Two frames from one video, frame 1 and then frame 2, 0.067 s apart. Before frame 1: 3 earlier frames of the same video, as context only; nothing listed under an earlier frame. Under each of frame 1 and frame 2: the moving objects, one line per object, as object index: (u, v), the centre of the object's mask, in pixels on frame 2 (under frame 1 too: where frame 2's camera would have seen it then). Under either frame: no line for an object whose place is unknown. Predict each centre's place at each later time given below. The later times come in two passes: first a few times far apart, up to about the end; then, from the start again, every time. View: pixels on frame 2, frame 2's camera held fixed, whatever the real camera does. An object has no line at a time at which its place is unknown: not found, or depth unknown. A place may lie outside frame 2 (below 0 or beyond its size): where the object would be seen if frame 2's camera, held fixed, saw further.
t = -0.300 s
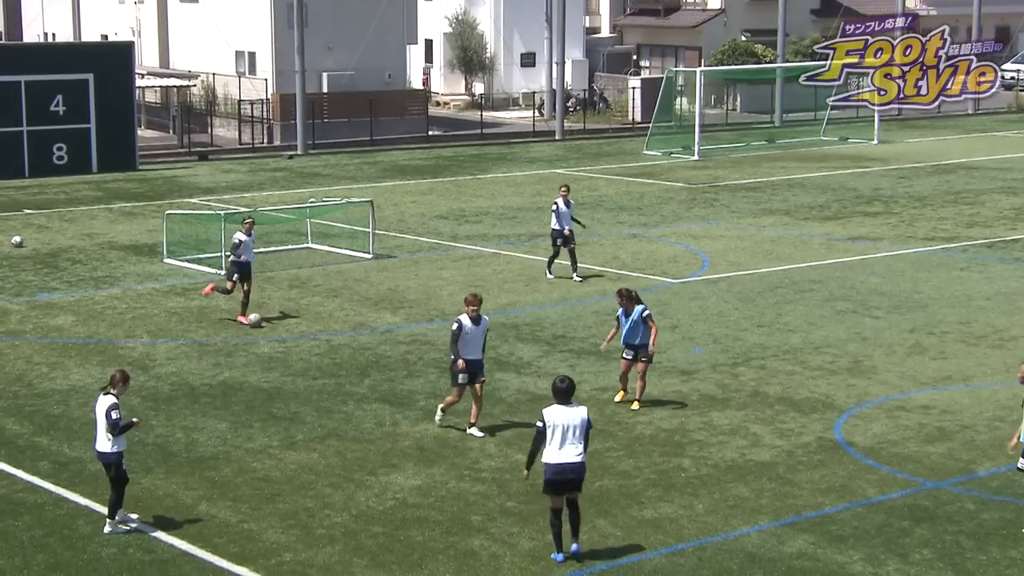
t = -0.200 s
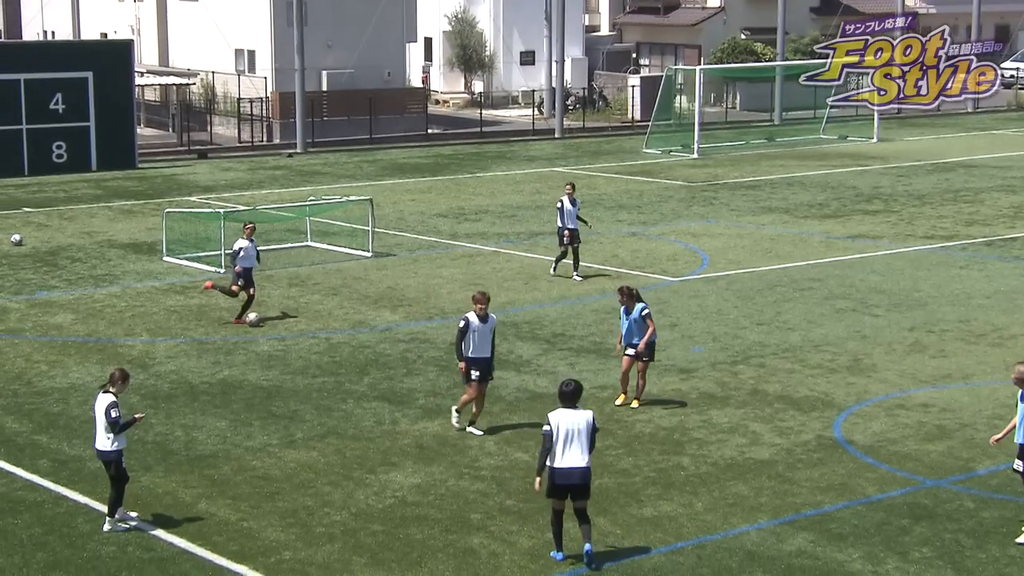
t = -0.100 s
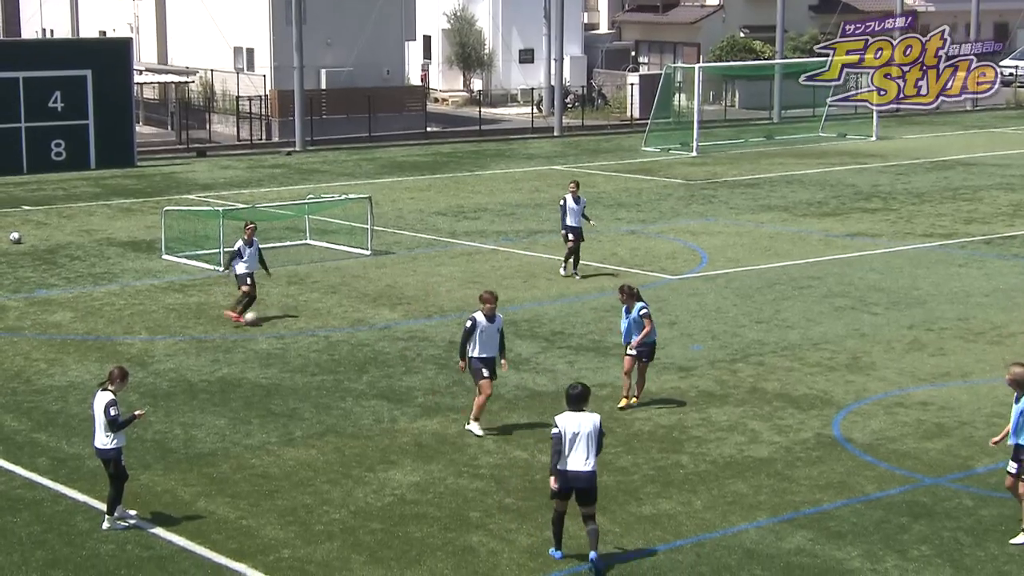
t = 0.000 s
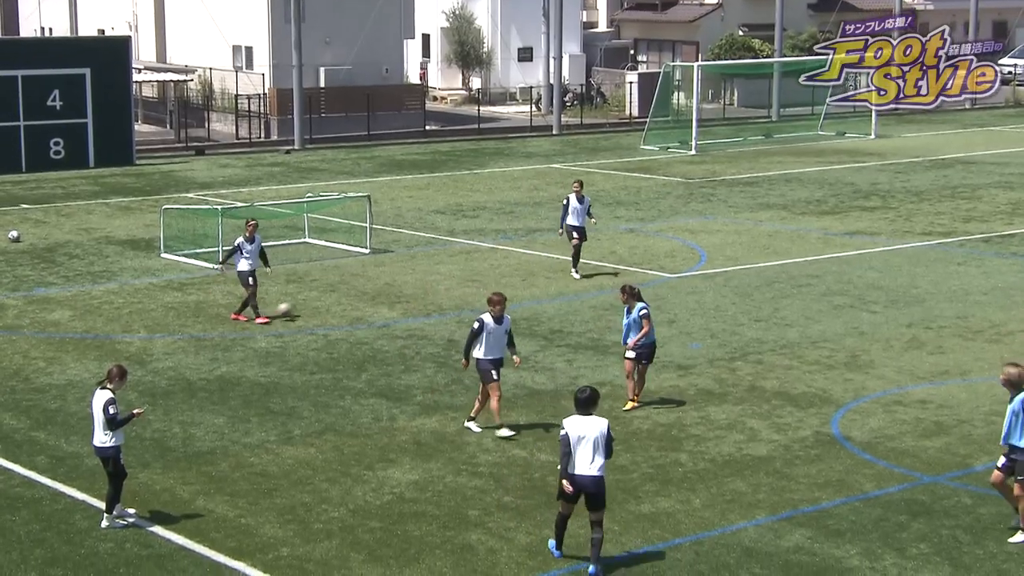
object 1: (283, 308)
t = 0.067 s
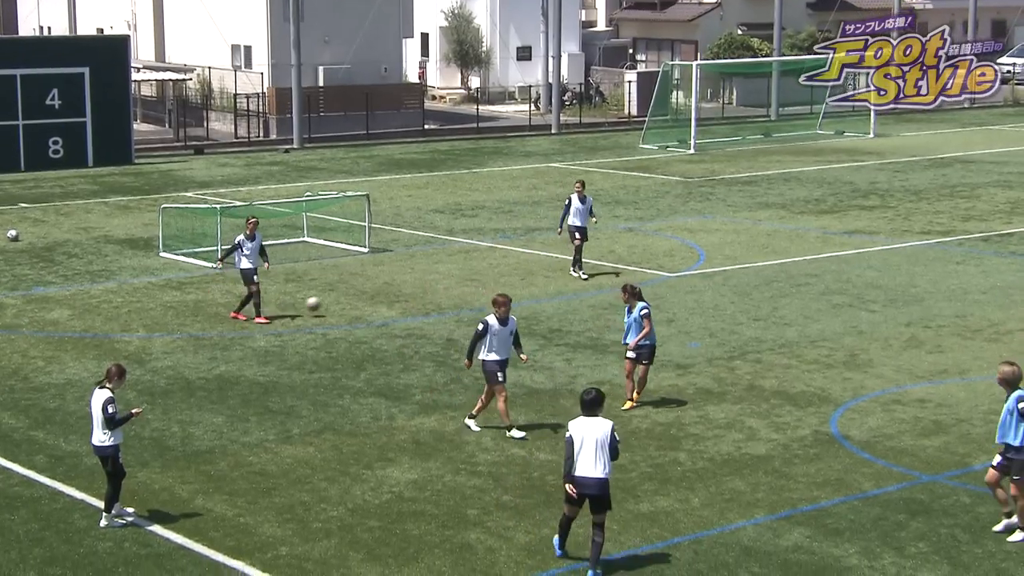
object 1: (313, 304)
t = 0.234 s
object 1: (384, 302)
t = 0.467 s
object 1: (458, 294)
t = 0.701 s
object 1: (521, 287)
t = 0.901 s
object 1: (572, 283)
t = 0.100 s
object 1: (327, 302)
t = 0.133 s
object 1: (342, 301)
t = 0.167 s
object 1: (356, 302)
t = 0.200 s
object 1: (370, 302)
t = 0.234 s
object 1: (384, 302)
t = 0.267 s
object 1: (394, 299)
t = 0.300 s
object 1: (405, 296)
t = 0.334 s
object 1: (416, 294)
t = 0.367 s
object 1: (427, 293)
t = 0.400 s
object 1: (437, 292)
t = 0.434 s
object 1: (448, 292)
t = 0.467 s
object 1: (458, 294)
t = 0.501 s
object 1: (468, 294)
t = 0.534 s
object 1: (477, 292)
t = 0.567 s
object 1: (487, 289)
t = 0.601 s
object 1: (495, 288)
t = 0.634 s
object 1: (504, 287)
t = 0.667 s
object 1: (513, 286)
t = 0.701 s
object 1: (521, 287)
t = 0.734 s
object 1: (530, 288)
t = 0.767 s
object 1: (539, 286)
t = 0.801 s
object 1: (547, 285)
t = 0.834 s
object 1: (556, 284)
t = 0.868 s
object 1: (564, 284)
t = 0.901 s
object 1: (572, 283)
